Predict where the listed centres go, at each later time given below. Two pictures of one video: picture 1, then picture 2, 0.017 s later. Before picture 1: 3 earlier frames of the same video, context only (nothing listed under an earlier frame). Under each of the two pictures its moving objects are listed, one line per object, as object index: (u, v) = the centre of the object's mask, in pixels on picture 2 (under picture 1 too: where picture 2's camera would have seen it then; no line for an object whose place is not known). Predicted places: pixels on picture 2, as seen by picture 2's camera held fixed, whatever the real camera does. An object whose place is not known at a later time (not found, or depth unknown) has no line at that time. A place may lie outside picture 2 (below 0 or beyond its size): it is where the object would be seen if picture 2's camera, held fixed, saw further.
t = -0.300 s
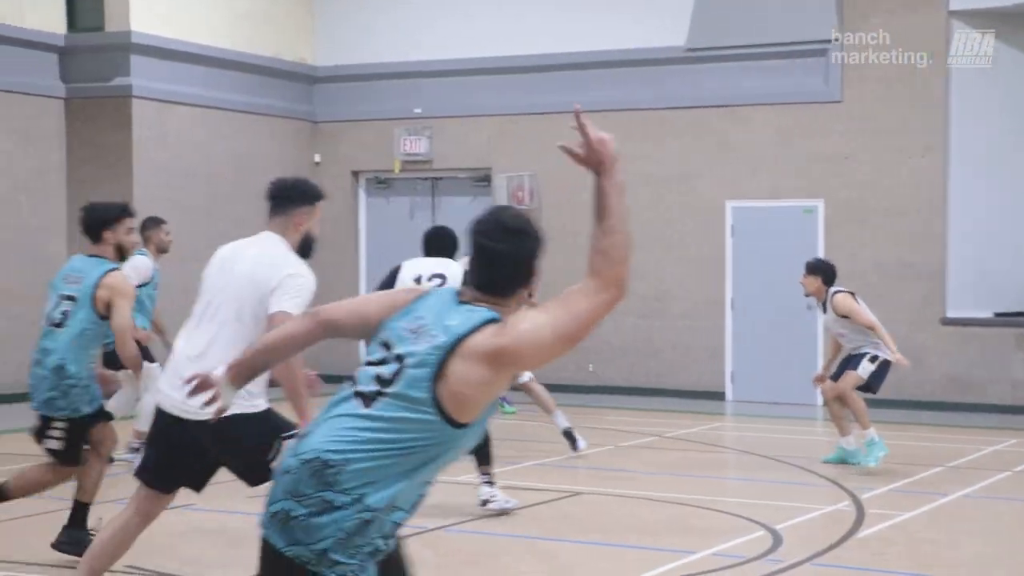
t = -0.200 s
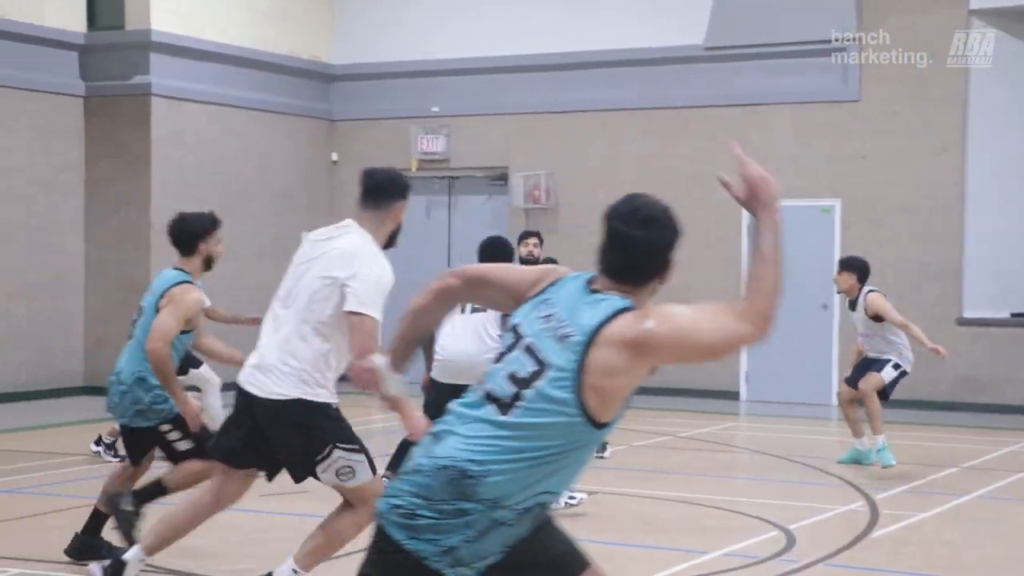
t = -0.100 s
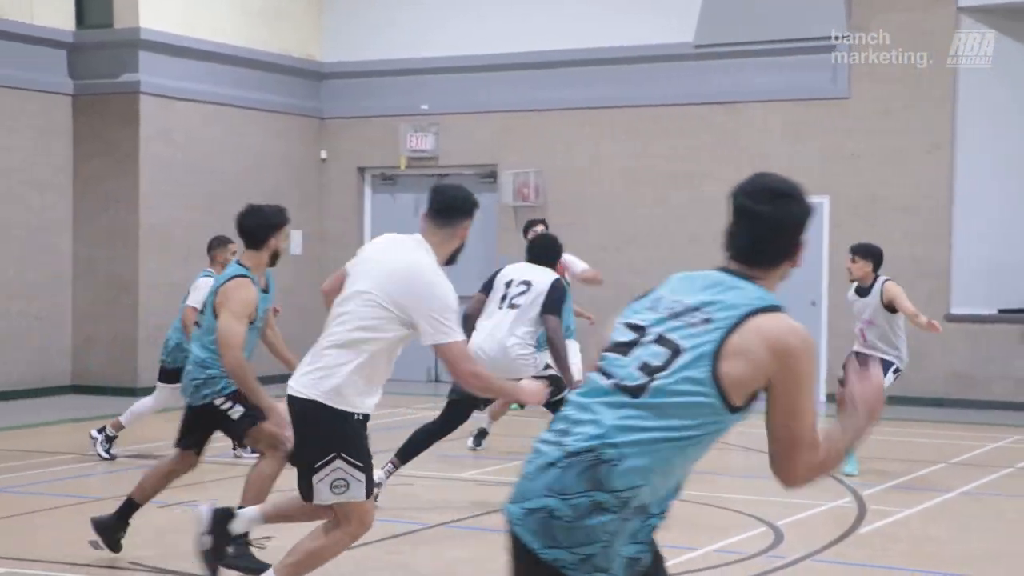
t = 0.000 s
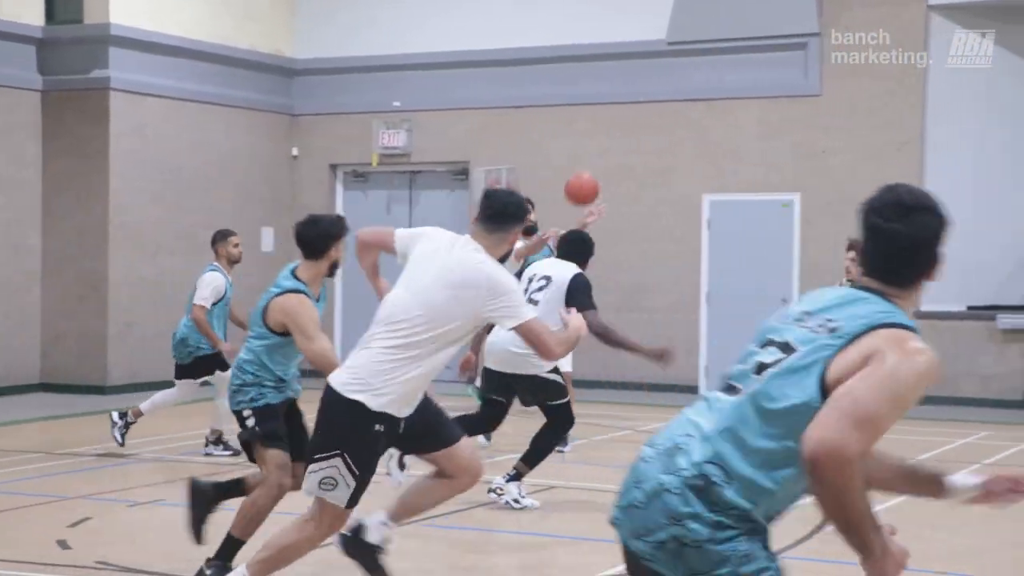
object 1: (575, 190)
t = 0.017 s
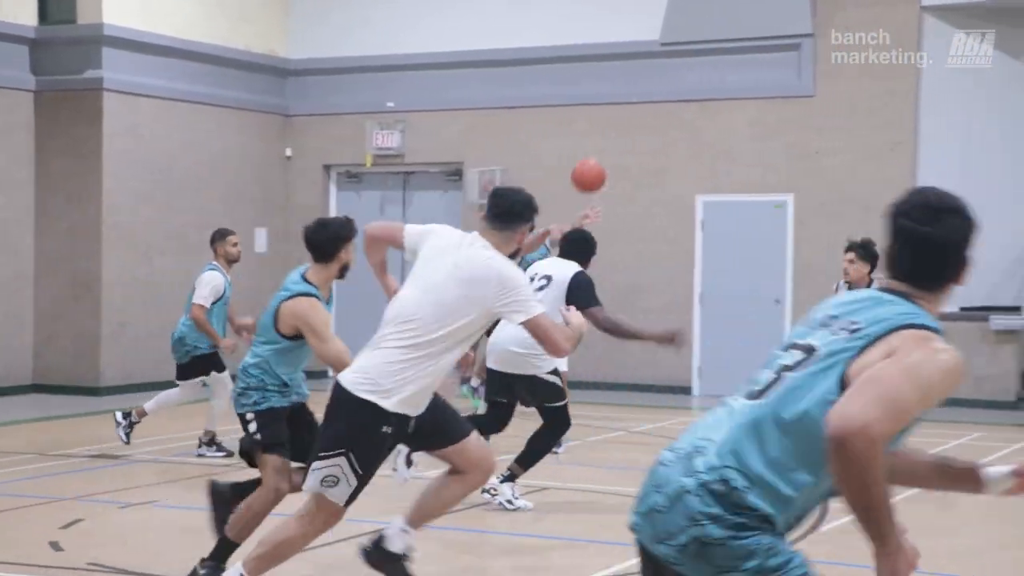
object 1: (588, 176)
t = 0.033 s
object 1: (602, 162)
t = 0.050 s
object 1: (616, 147)
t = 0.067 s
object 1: (631, 133)
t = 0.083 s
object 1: (646, 118)
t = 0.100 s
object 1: (661, 104)
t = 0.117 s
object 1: (677, 89)
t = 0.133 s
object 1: (695, 75)
